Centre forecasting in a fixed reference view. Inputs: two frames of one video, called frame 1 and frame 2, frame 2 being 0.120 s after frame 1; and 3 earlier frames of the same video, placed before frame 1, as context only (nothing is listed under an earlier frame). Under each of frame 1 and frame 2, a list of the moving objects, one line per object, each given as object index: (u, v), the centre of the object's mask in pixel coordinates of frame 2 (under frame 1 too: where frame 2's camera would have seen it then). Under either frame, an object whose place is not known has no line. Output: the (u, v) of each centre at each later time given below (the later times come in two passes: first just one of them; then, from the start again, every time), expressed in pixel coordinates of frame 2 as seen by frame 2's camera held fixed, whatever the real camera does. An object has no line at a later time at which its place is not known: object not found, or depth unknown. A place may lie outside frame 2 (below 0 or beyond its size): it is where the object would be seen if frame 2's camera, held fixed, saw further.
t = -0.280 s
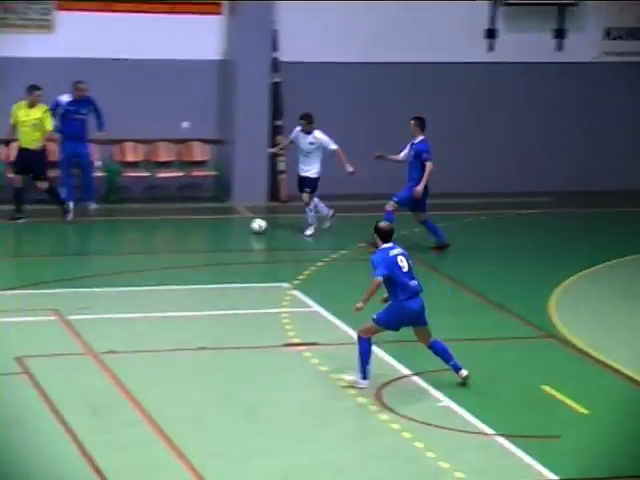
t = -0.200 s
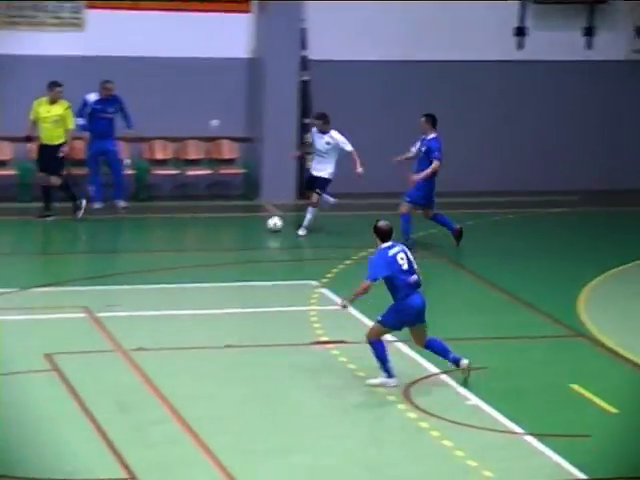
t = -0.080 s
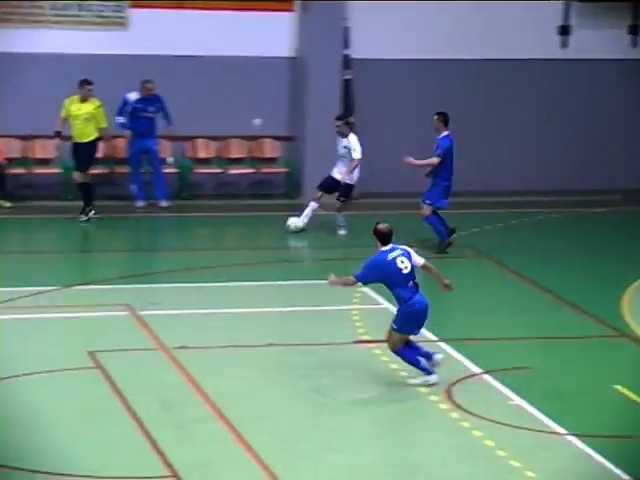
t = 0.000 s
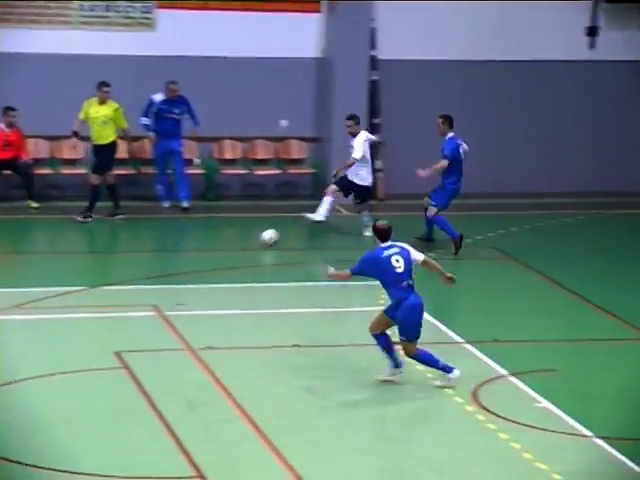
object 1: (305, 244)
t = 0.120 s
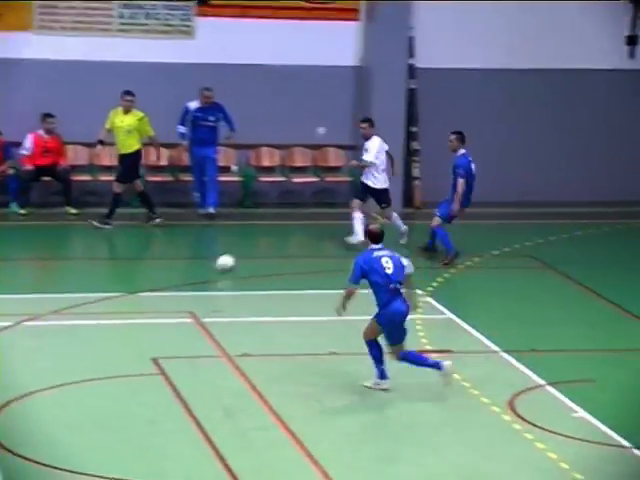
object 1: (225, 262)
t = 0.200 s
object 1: (171, 272)
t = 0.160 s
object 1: (198, 267)
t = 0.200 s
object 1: (171, 272)
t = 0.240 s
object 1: (142, 280)
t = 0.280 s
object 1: (113, 289)
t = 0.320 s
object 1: (83, 293)
